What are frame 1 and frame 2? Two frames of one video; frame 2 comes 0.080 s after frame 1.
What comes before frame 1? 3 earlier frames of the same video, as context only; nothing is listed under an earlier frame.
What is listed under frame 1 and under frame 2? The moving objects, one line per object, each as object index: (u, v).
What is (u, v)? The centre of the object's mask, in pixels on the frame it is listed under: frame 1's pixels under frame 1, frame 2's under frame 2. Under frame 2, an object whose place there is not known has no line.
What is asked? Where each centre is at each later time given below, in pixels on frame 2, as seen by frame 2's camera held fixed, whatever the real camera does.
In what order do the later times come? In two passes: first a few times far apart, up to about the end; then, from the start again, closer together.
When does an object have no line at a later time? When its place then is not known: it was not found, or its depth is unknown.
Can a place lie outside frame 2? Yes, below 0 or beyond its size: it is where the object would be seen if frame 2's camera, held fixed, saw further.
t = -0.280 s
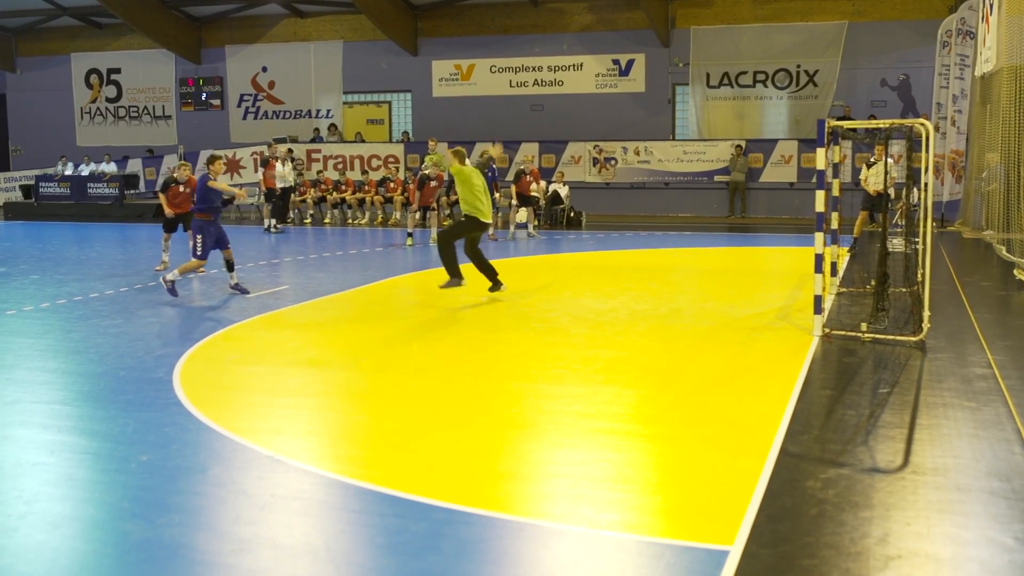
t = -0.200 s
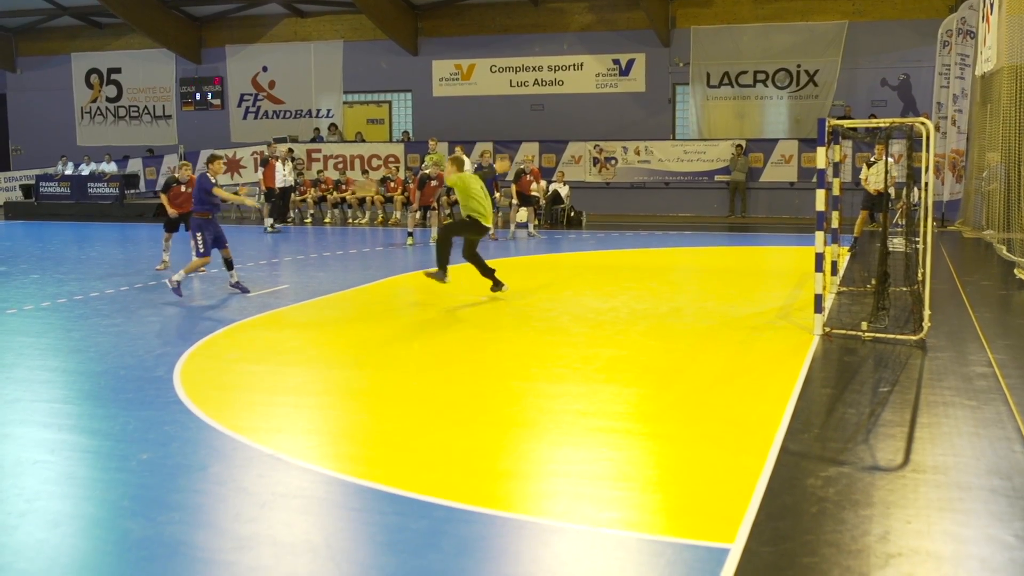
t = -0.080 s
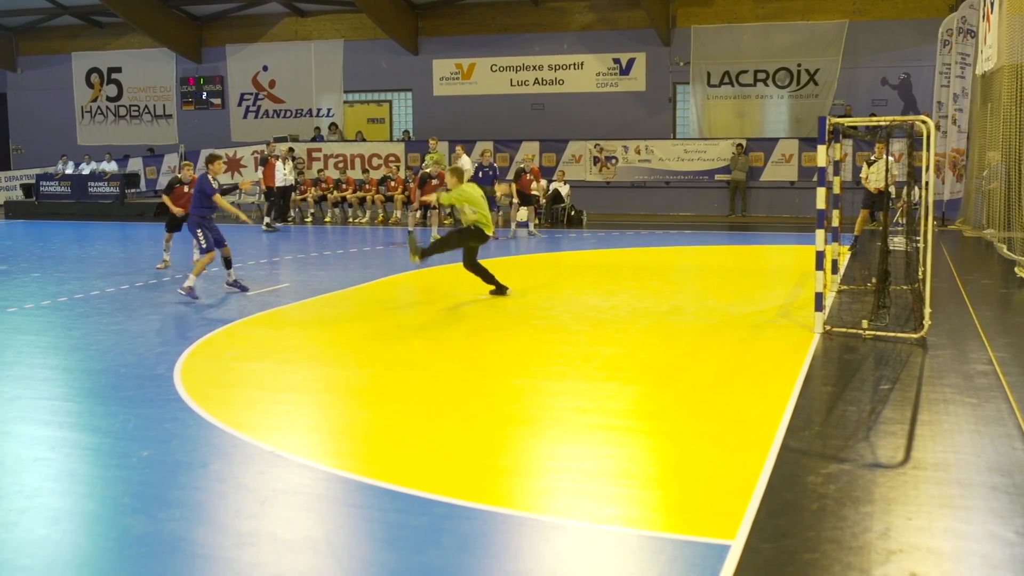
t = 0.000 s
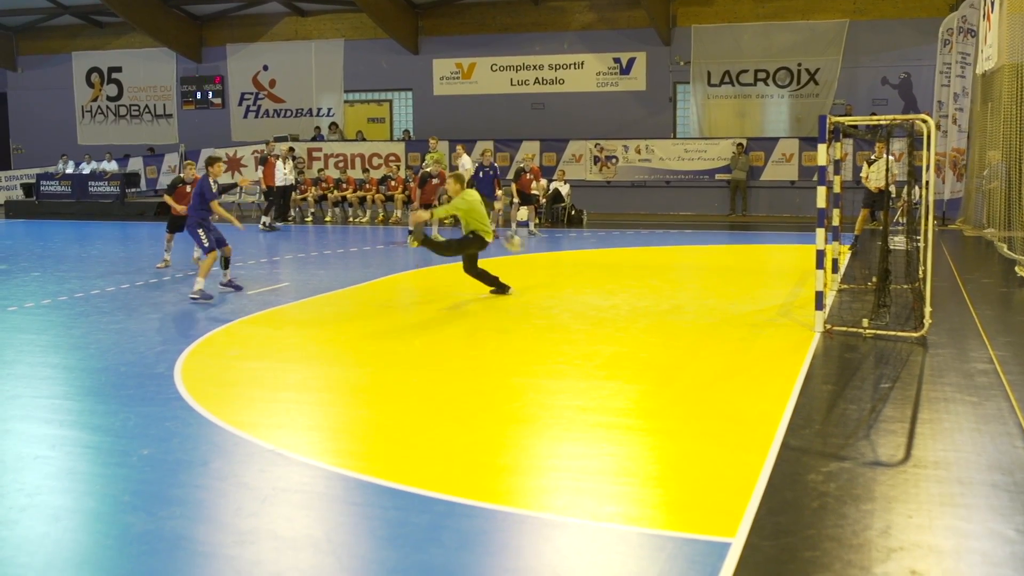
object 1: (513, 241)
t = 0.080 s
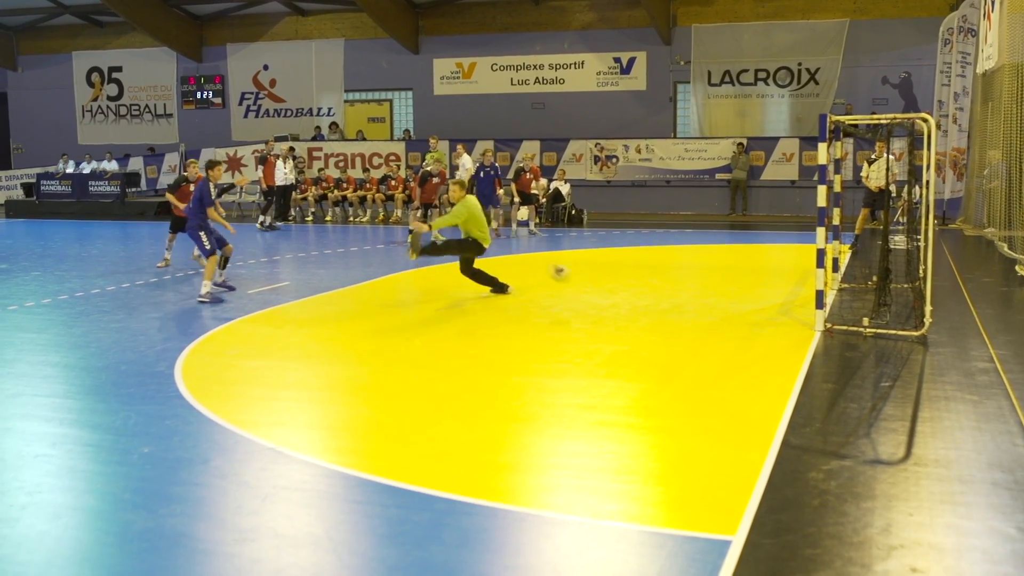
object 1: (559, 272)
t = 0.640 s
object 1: (659, 217)
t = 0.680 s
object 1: (663, 211)
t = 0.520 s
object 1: (646, 235)
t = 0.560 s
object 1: (650, 229)
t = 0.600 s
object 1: (655, 223)
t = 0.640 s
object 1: (659, 217)
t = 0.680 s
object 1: (663, 211)
